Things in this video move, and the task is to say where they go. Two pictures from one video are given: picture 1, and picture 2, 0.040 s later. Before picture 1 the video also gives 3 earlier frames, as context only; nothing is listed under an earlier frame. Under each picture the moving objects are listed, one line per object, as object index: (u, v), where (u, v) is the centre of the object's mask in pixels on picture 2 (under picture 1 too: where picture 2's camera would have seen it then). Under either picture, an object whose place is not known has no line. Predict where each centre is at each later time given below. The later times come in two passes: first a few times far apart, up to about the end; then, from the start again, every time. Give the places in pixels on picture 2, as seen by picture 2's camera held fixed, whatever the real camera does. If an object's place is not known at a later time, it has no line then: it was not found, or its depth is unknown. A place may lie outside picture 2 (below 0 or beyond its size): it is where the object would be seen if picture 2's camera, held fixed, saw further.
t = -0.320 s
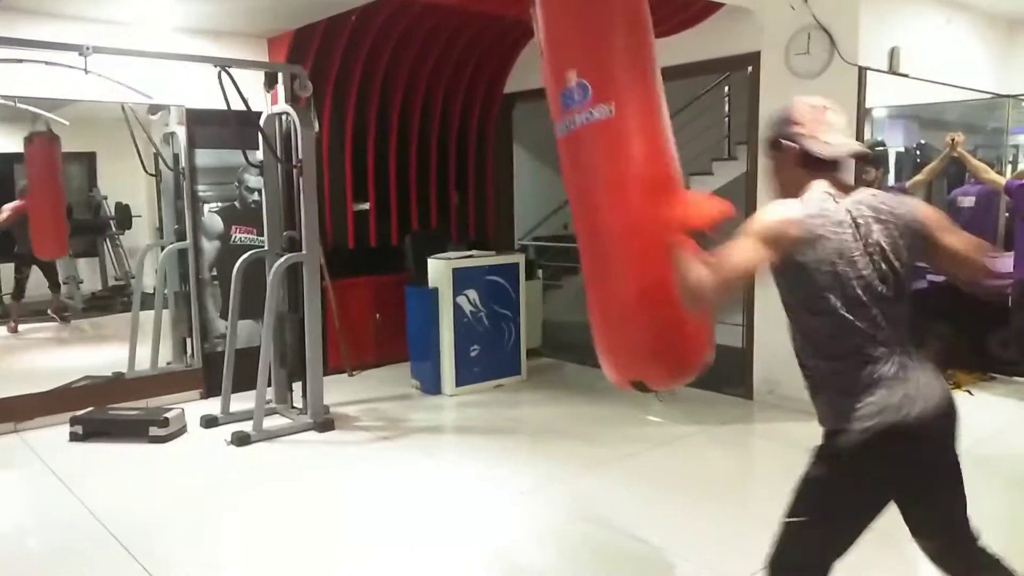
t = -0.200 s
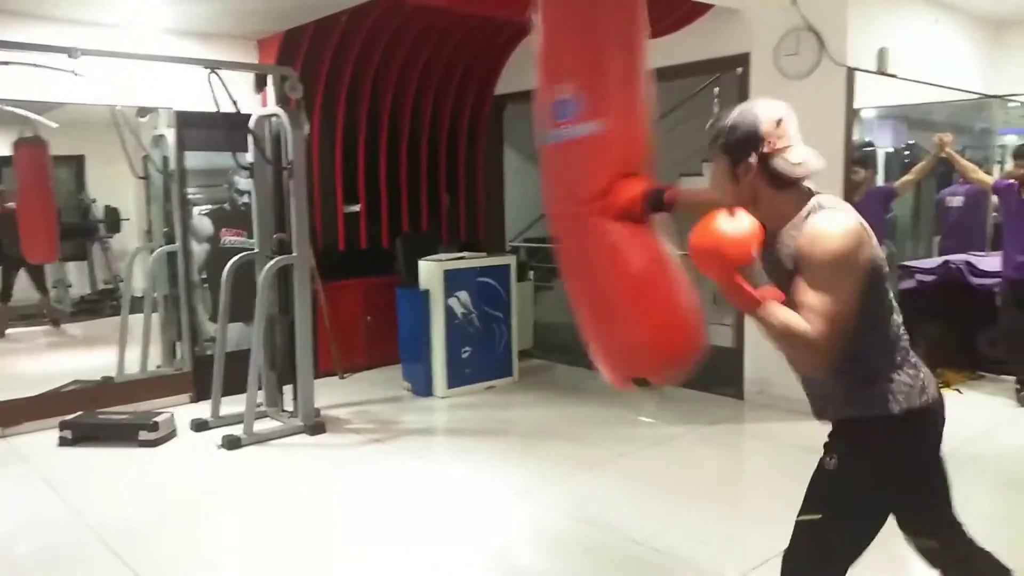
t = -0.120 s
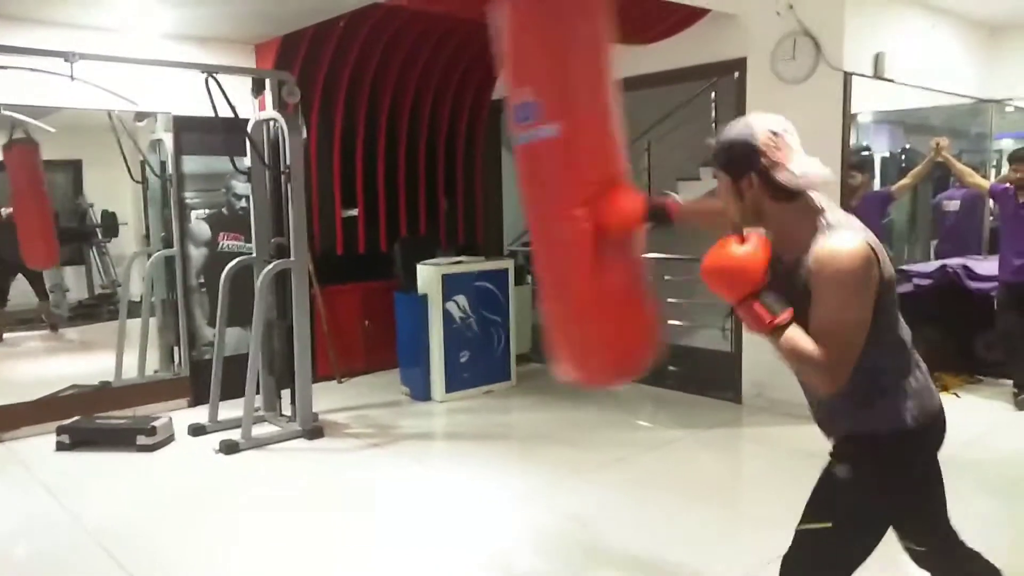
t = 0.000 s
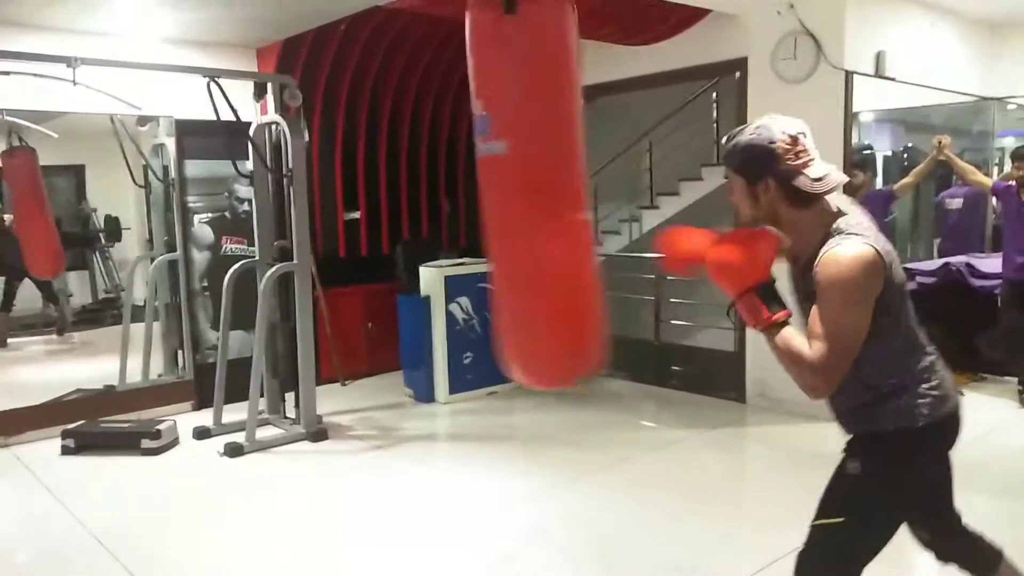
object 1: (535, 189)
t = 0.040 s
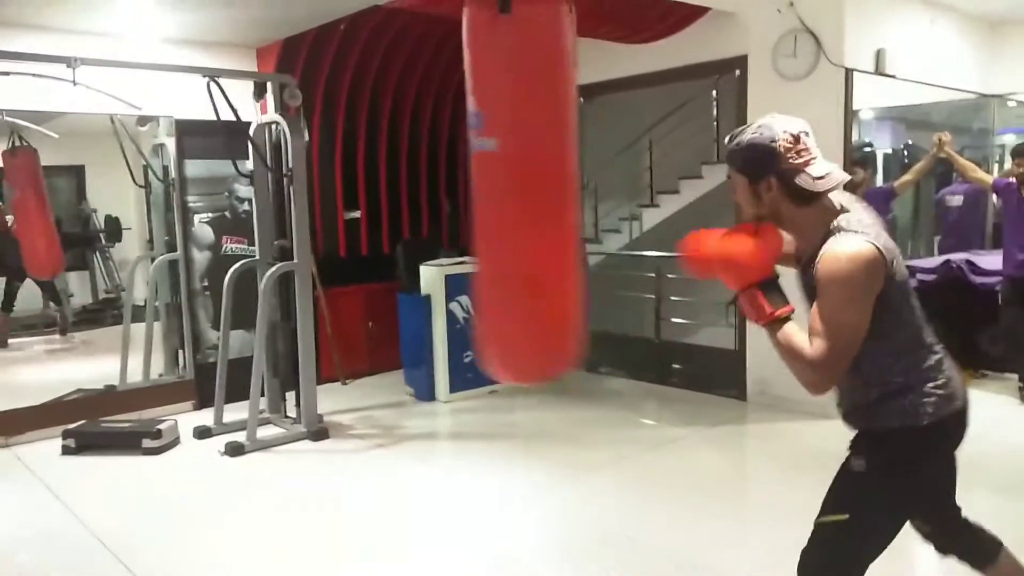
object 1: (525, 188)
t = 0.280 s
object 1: (459, 188)
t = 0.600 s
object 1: (408, 176)
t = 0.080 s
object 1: (514, 189)
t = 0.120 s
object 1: (503, 189)
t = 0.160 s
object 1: (492, 188)
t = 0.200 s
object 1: (481, 188)
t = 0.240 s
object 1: (470, 188)
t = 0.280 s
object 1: (459, 188)
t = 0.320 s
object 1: (448, 186)
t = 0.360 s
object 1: (439, 185)
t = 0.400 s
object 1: (430, 183)
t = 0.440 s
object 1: (423, 181)
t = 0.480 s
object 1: (417, 179)
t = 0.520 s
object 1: (412, 178)
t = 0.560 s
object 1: (409, 177)
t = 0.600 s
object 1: (408, 176)
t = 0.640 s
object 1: (407, 176)
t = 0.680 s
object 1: (408, 174)
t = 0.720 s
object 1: (410, 176)
